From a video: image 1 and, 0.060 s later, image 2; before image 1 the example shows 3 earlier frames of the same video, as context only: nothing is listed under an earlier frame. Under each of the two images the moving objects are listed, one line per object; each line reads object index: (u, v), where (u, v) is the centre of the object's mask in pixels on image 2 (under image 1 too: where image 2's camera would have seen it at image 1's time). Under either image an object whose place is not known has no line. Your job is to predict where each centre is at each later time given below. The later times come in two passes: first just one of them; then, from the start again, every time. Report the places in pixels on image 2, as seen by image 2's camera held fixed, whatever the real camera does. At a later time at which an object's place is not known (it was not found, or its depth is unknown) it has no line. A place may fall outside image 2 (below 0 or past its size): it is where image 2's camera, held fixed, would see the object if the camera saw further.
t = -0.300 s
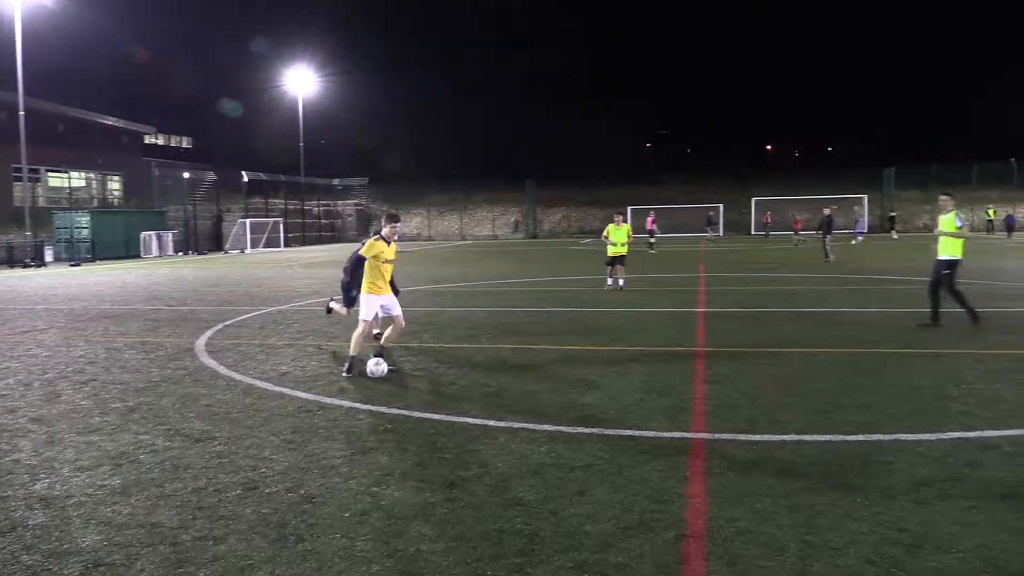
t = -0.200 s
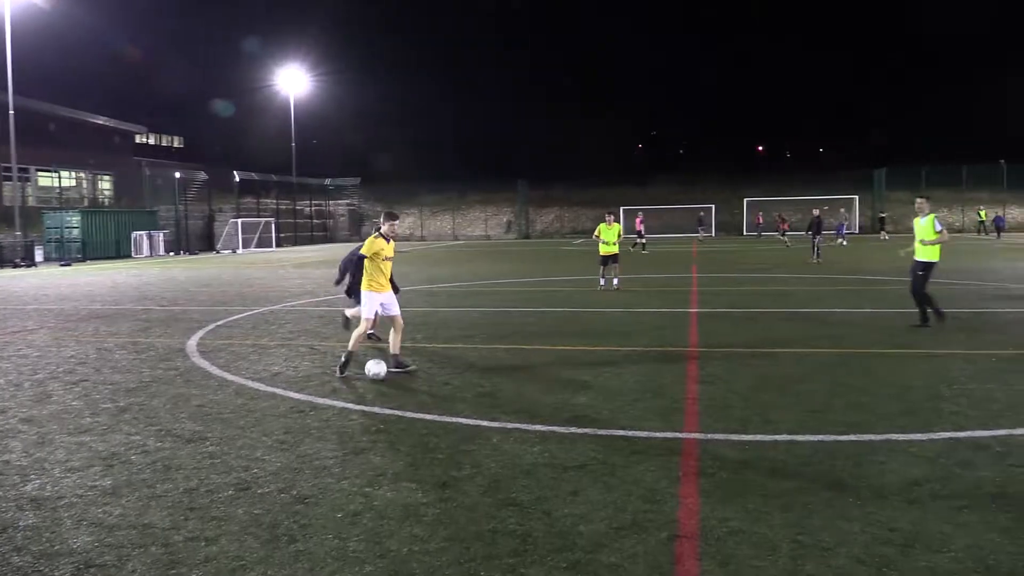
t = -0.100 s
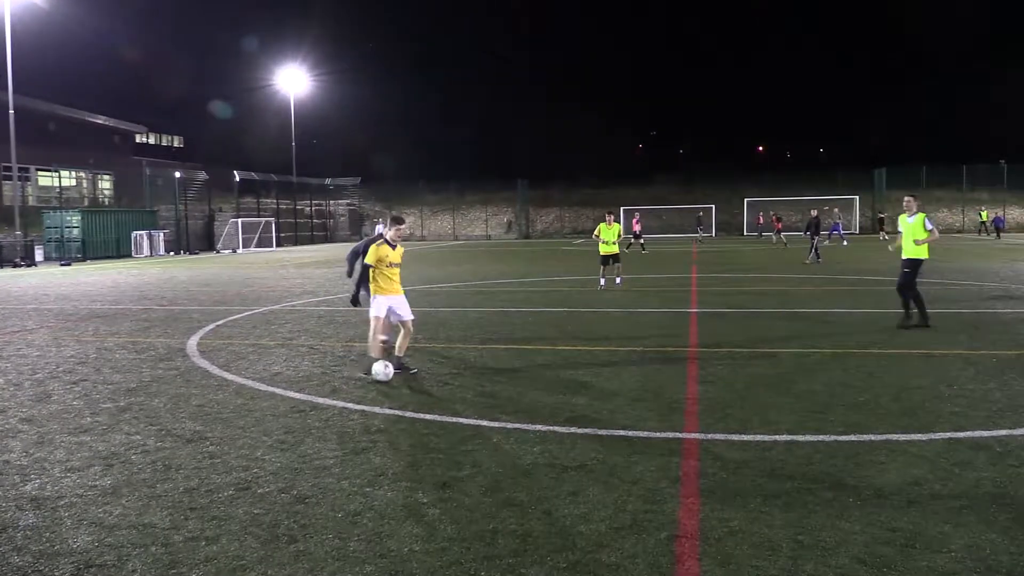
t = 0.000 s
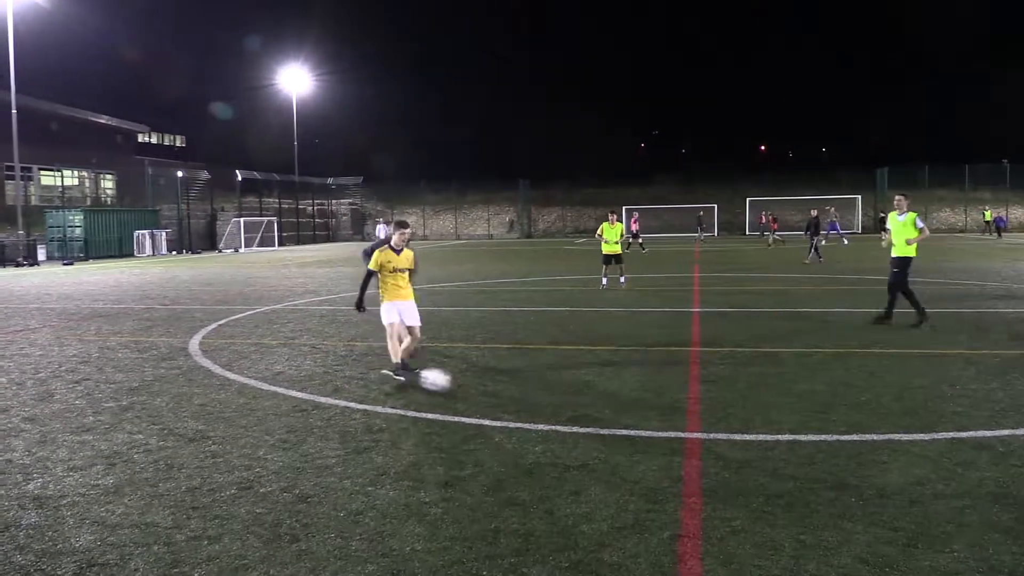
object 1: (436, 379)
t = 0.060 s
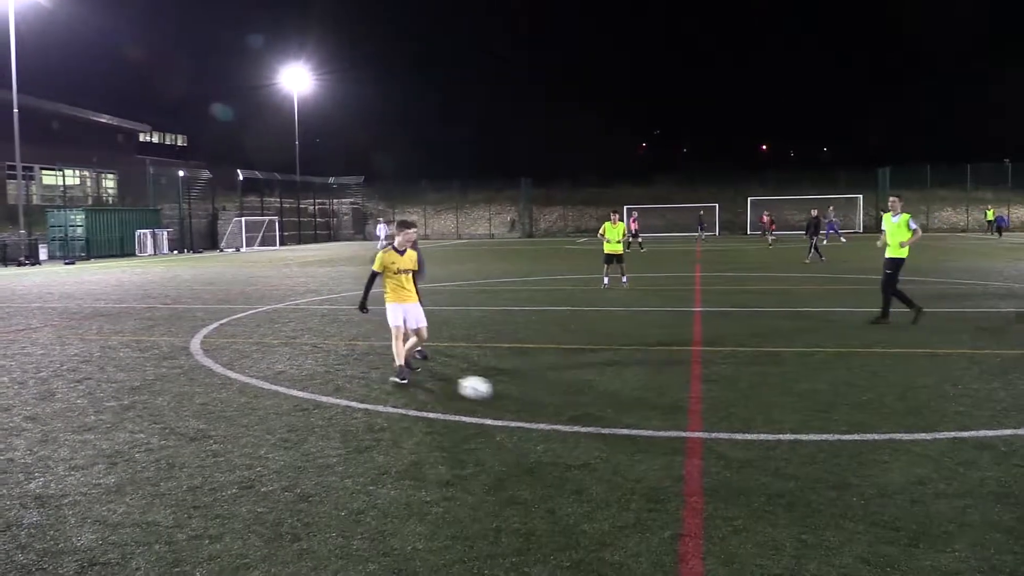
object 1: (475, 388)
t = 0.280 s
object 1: (638, 422)
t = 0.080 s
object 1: (488, 390)
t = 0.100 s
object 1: (501, 394)
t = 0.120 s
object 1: (515, 397)
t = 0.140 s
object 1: (530, 400)
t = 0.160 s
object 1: (544, 402)
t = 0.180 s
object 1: (559, 406)
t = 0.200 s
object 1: (574, 409)
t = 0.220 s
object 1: (589, 412)
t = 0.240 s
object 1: (605, 415)
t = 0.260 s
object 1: (621, 418)
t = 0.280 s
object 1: (638, 422)
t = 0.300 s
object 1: (655, 426)
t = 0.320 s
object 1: (672, 429)
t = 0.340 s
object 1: (690, 432)
